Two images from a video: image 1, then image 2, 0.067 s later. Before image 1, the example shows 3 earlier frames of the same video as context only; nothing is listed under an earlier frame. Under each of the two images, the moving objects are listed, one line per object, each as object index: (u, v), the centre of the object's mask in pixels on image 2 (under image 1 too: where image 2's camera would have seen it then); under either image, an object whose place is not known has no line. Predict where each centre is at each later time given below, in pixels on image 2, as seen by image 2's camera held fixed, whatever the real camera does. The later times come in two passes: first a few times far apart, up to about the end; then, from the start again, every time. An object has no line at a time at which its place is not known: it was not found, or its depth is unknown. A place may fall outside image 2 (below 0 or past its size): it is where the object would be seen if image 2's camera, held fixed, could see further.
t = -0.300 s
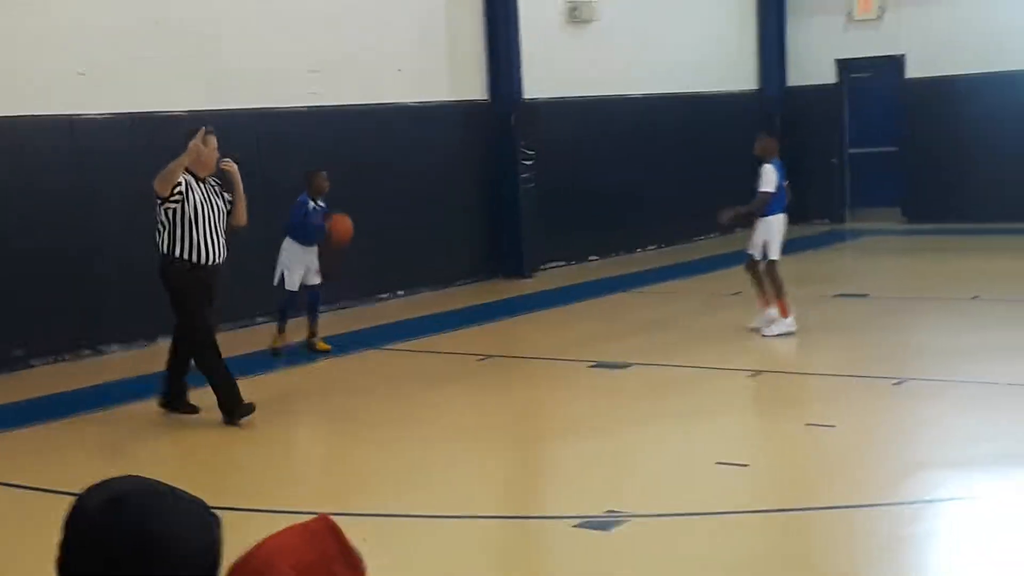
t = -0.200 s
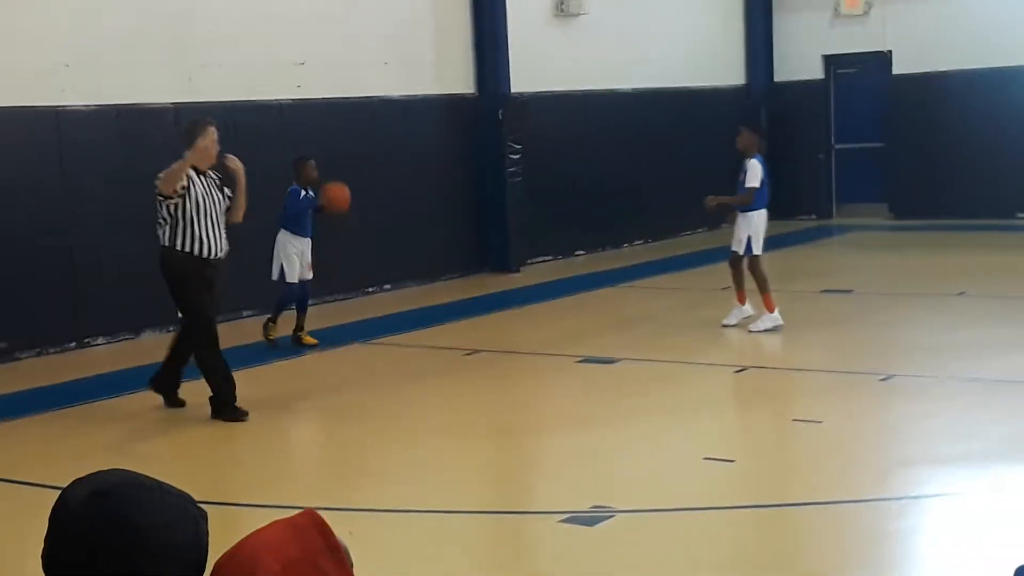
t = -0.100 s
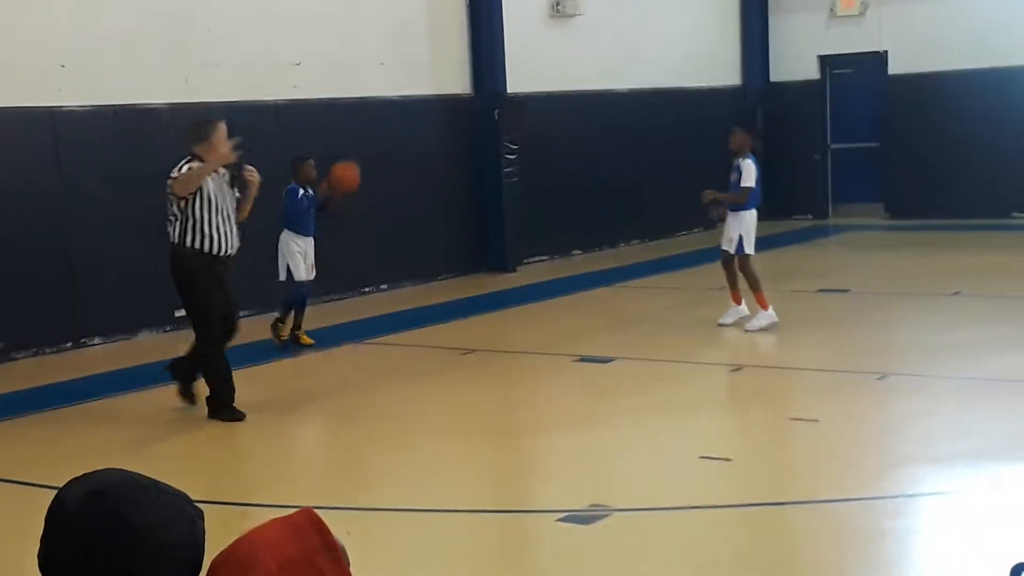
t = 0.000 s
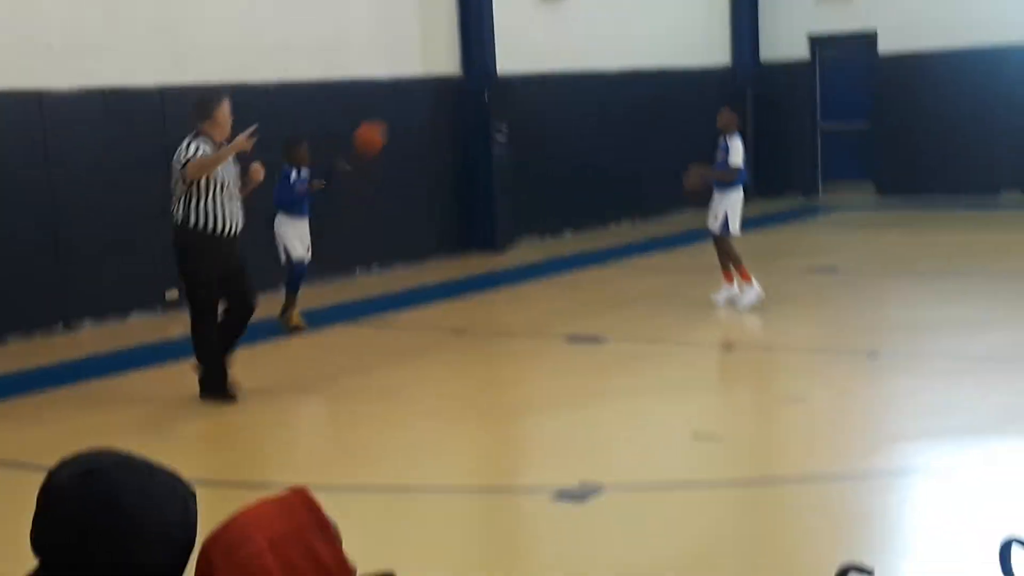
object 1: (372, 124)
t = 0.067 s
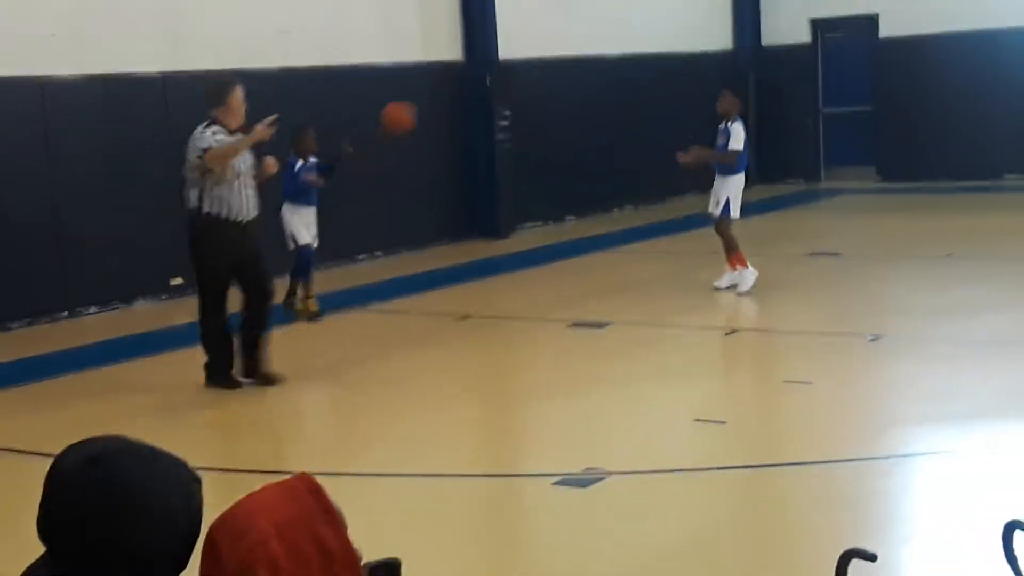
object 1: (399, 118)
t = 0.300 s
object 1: (493, 137)
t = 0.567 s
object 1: (606, 249)
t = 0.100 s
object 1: (412, 116)
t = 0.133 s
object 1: (426, 115)
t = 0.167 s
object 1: (440, 116)
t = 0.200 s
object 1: (453, 118)
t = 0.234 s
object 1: (467, 124)
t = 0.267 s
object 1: (480, 130)
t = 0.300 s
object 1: (493, 137)
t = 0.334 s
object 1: (507, 147)
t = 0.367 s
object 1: (521, 156)
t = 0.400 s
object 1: (535, 168)
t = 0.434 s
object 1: (549, 181)
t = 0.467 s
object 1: (563, 195)
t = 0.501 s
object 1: (577, 211)
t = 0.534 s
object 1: (592, 229)
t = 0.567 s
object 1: (606, 249)
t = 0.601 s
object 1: (620, 270)
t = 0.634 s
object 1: (631, 285)
